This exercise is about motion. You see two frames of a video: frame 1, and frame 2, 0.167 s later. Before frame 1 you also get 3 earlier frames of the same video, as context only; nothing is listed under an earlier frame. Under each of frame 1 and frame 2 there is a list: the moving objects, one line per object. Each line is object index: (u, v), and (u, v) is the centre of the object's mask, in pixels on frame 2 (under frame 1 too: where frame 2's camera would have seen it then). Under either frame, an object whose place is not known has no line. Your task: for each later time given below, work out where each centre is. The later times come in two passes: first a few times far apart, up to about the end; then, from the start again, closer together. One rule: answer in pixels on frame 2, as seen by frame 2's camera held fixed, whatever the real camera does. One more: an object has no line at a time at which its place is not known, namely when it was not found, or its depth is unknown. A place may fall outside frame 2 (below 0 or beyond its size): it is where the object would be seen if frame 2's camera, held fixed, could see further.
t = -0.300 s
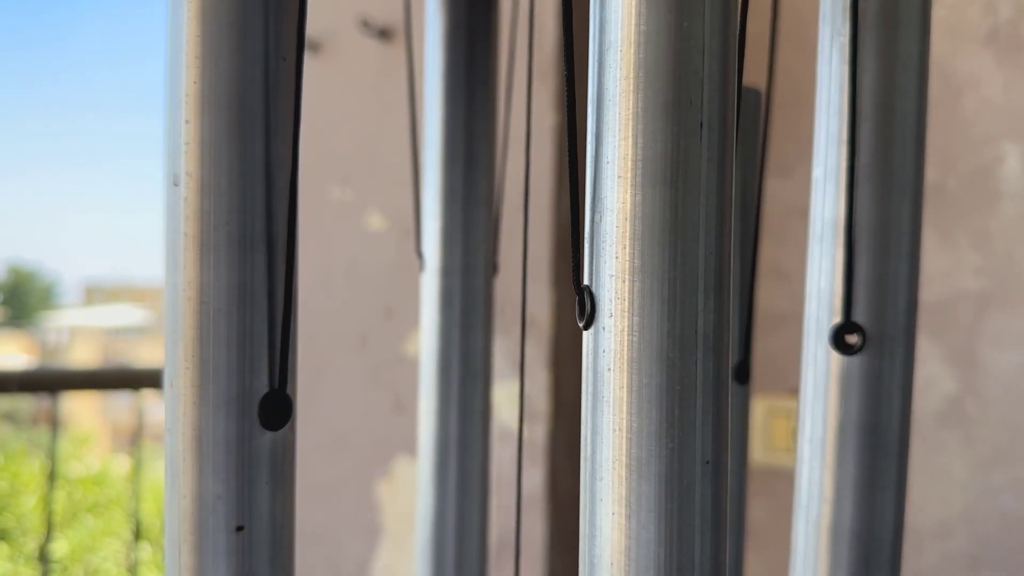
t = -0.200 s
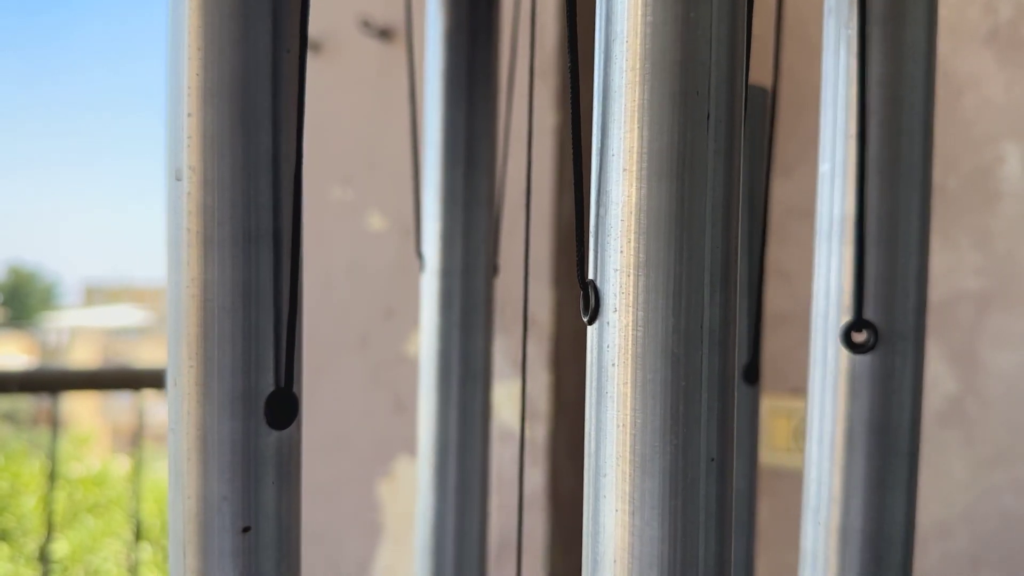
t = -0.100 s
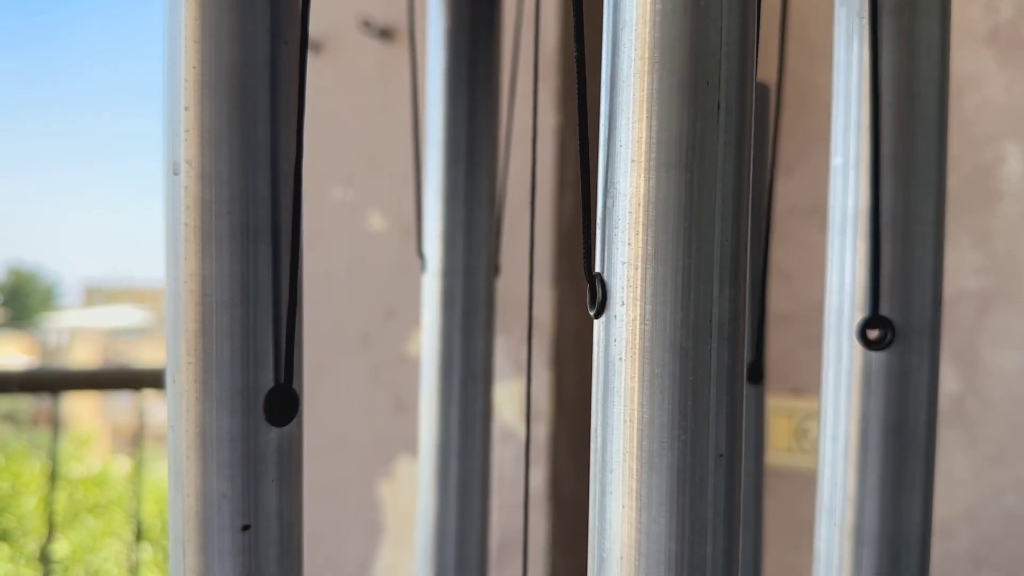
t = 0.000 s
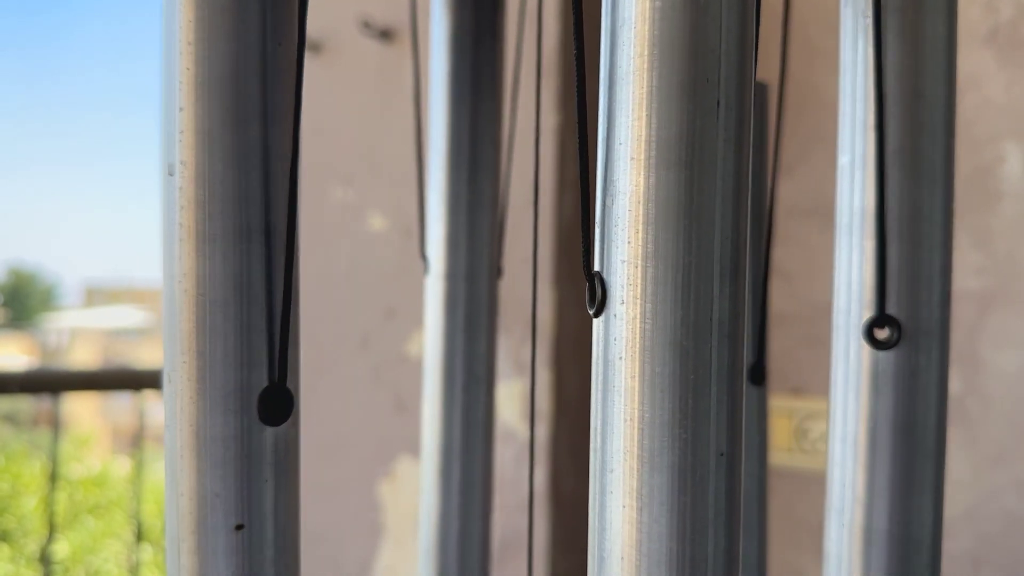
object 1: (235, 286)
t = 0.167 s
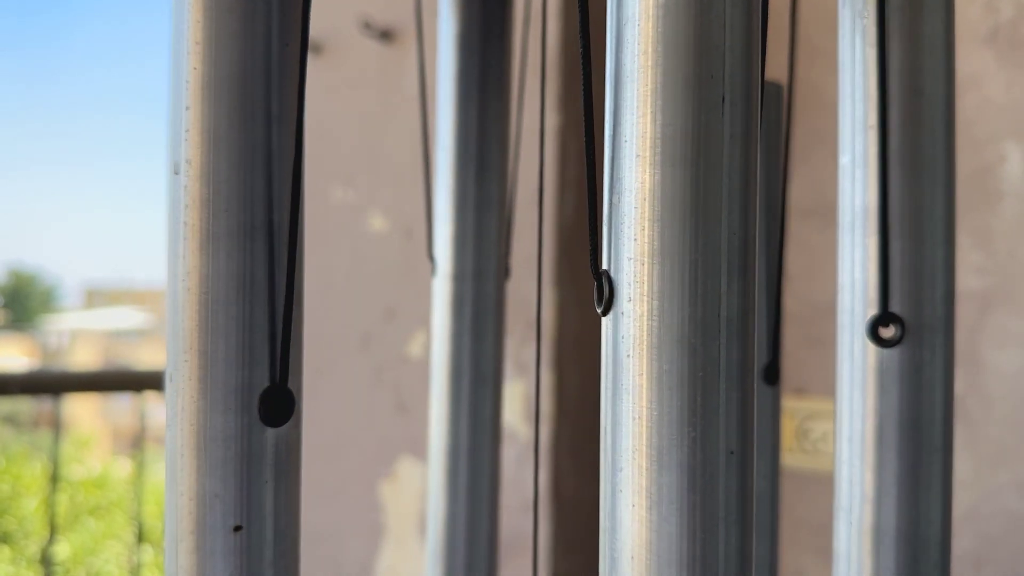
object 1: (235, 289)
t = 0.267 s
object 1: (235, 288)
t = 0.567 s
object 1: (234, 293)
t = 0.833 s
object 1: (239, 283)
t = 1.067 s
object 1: (238, 275)
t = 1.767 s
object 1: (234, 267)
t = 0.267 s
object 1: (235, 288)
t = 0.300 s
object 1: (234, 287)
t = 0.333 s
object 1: (233, 287)
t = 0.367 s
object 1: (233, 289)
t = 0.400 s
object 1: (233, 290)
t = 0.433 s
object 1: (234, 290)
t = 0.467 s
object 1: (234, 290)
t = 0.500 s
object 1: (234, 292)
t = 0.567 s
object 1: (234, 293)
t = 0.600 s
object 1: (234, 290)
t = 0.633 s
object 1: (235, 289)
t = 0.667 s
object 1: (237, 289)
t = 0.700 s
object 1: (236, 288)
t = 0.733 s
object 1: (237, 287)
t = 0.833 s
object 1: (239, 283)
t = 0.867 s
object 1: (239, 281)
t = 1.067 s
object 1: (238, 275)
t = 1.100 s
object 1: (238, 272)
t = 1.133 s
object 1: (239, 271)
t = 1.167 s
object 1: (237, 269)
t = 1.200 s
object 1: (236, 267)
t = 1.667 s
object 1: (228, 266)
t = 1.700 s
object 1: (229, 268)
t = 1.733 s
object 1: (232, 267)
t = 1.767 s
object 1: (234, 267)
